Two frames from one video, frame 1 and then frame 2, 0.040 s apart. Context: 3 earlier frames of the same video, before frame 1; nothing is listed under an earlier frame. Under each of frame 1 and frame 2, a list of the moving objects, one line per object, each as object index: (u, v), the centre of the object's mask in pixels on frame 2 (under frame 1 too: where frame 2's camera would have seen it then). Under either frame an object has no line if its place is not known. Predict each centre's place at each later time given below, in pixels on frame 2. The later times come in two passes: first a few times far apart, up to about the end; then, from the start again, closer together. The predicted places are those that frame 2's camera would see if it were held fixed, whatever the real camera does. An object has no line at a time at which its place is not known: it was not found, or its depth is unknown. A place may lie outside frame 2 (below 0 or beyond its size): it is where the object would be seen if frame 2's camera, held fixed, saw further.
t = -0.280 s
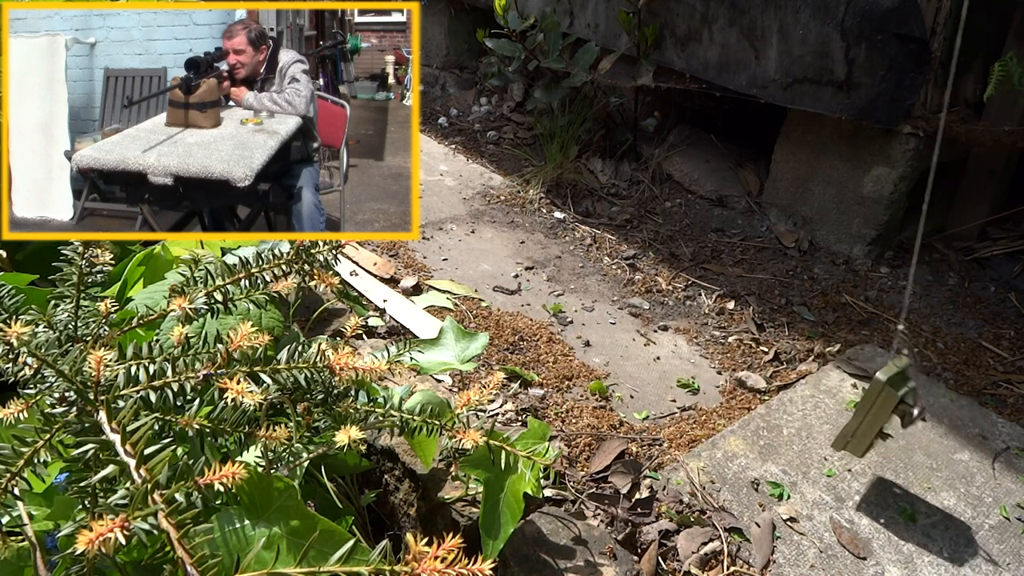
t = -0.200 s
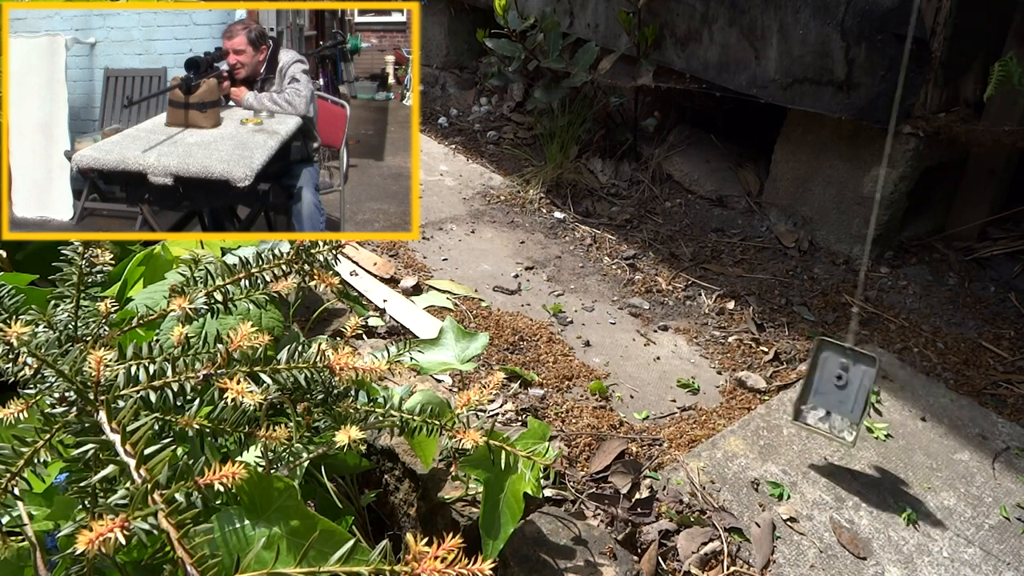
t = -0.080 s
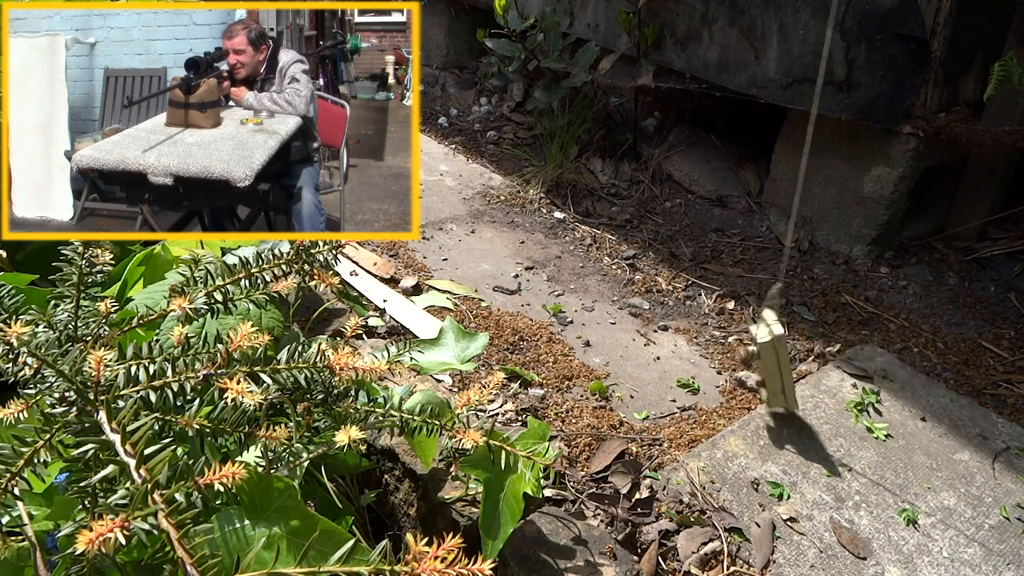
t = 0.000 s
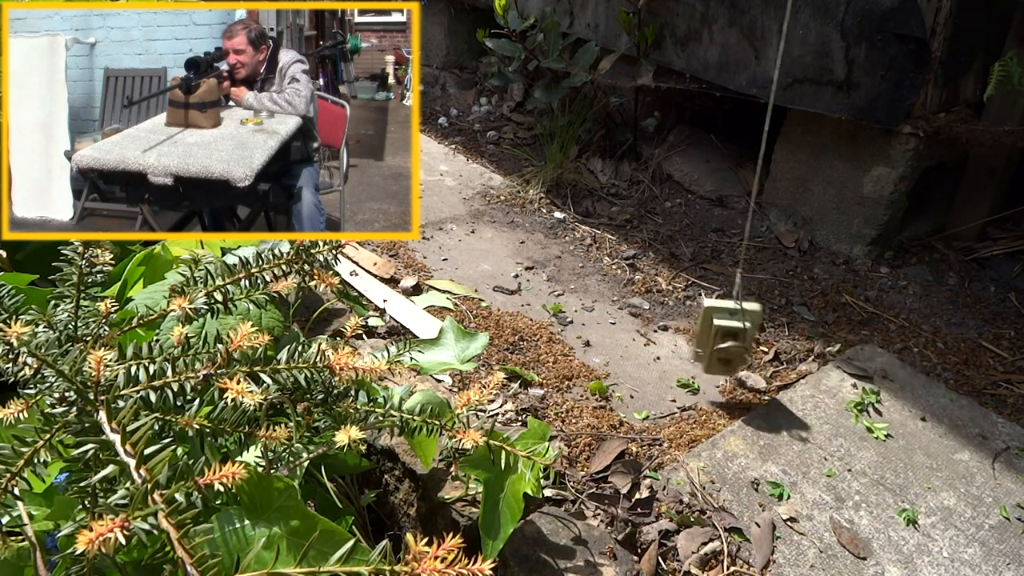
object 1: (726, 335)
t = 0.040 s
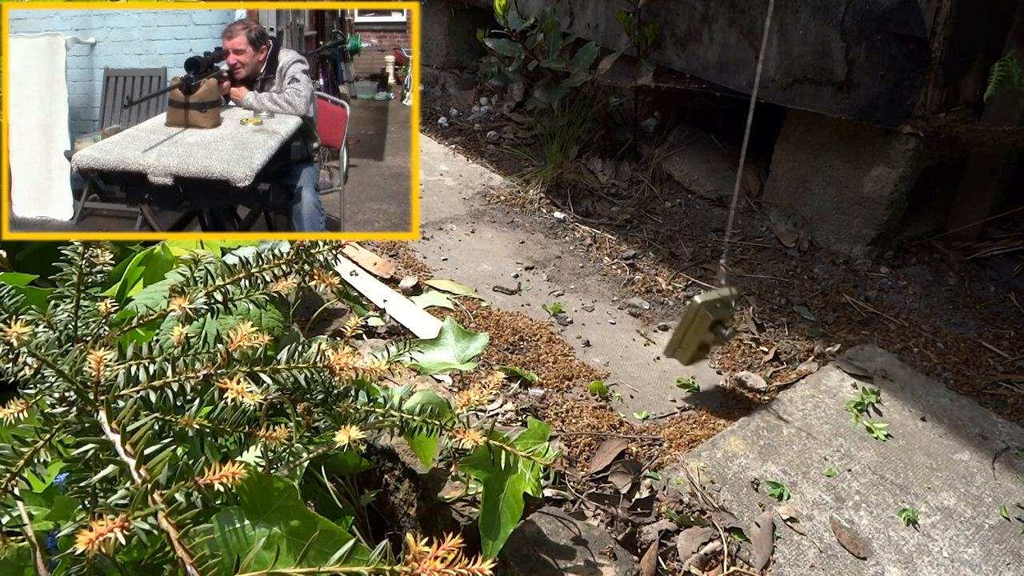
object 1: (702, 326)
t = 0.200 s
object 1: (621, 282)
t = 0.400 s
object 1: (529, 228)
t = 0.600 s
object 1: (466, 188)
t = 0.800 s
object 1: (434, 159)
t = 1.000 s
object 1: (431, 158)
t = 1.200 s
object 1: (440, 178)
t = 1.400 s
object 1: (484, 216)
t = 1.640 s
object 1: (576, 277)
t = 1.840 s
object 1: (686, 337)
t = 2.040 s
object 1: (804, 390)
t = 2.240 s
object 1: (898, 424)
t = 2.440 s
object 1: (925, 429)
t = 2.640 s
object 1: (880, 405)
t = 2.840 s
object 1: (790, 364)
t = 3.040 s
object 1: (679, 313)
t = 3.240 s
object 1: (574, 259)
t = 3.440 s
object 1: (497, 211)
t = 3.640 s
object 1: (451, 176)
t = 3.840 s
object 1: (434, 161)
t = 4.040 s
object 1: (433, 162)
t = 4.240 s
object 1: (454, 195)
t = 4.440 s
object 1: (513, 239)
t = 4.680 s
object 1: (620, 301)
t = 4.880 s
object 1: (737, 357)
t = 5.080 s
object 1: (844, 400)
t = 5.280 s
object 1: (906, 424)
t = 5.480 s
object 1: (910, 415)
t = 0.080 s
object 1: (682, 318)
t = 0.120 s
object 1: (656, 303)
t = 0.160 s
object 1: (637, 293)
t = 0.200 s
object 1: (621, 282)
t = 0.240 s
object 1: (597, 272)
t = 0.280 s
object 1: (581, 259)
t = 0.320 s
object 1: (563, 246)
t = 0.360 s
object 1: (543, 237)
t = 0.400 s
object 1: (529, 228)
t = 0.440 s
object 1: (514, 221)
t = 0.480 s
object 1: (499, 210)
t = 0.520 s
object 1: (490, 203)
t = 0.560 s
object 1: (479, 195)
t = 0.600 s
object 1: (466, 188)
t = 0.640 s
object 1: (459, 180)
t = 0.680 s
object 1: (448, 173)
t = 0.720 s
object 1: (443, 170)
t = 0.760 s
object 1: (438, 165)
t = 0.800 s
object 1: (434, 159)
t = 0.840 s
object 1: (434, 160)
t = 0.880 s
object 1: (432, 158)
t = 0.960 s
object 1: (428, 162)
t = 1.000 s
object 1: (431, 158)
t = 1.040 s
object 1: (430, 155)
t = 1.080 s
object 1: (432, 157)
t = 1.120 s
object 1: (432, 164)
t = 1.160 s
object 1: (437, 171)
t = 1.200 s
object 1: (440, 178)
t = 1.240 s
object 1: (444, 184)
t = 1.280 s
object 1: (451, 191)
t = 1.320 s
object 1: (462, 197)
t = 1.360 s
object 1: (468, 207)
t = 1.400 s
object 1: (484, 216)
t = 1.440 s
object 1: (492, 225)
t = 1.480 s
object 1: (508, 236)
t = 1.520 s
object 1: (526, 245)
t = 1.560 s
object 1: (538, 256)
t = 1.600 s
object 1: (556, 267)
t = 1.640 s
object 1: (576, 277)
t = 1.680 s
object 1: (594, 288)
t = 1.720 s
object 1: (615, 303)
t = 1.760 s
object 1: (633, 313)
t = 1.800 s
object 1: (659, 326)
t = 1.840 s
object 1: (686, 337)
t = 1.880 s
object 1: (703, 348)
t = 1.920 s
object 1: (730, 359)
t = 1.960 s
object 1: (755, 366)
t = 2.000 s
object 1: (777, 377)
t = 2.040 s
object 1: (804, 390)
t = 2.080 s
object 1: (819, 395)
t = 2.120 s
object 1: (843, 406)
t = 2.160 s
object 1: (868, 413)
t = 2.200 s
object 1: (877, 419)
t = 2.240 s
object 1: (898, 424)
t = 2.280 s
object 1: (909, 424)
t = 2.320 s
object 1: (916, 428)
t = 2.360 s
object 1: (924, 433)
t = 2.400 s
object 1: (926, 429)
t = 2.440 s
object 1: (925, 429)
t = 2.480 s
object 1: (928, 429)
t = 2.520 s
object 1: (920, 426)
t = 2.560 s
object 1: (909, 421)
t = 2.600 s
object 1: (901, 412)
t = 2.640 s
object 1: (880, 405)
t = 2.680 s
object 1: (870, 401)
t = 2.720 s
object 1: (850, 391)
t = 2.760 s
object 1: (826, 383)
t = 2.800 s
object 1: (809, 375)
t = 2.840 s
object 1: (790, 364)
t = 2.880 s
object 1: (763, 357)
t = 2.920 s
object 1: (744, 345)
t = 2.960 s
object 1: (720, 331)
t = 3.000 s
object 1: (695, 321)
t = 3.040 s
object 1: (679, 313)
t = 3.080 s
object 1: (653, 300)
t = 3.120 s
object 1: (632, 290)
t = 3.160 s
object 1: (616, 280)
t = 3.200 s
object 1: (595, 269)
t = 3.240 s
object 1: (574, 259)
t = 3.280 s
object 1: (561, 247)
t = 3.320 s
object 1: (542, 236)
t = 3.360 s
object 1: (526, 229)
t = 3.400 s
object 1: (514, 223)
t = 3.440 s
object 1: (497, 211)
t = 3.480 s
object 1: (487, 204)
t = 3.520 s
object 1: (479, 195)
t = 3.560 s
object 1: (465, 188)
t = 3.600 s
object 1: (457, 182)
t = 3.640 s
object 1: (451, 176)
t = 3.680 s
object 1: (441, 170)
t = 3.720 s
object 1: (439, 168)
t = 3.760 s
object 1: (435, 162)
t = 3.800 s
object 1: (433, 162)
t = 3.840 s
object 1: (434, 161)
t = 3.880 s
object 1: (431, 161)
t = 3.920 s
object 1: (425, 168)
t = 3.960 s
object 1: (430, 166)
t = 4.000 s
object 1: (432, 163)
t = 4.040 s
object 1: (433, 162)
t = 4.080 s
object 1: (435, 169)
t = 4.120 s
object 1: (435, 174)
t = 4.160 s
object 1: (441, 181)
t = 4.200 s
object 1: (449, 188)
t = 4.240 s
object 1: (454, 195)
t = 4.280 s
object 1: (463, 202)
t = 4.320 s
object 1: (476, 210)
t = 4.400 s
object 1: (499, 231)
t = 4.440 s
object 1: (513, 239)
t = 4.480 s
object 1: (525, 249)
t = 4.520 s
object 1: (547, 260)
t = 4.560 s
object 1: (563, 270)
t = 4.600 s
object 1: (577, 281)
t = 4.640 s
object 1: (601, 291)
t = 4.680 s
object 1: (620, 301)
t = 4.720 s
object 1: (641, 314)
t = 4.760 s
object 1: (666, 327)
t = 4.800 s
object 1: (683, 335)
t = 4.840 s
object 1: (709, 349)
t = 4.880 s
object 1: (737, 357)
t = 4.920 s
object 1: (754, 367)
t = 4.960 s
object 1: (779, 377)
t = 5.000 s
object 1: (804, 384)
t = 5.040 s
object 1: (820, 391)
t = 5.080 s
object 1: (844, 400)
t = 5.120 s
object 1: (861, 407)
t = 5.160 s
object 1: (873, 412)
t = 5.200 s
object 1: (893, 419)
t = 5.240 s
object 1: (906, 421)
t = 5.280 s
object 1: (906, 424)
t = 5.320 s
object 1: (918, 425)
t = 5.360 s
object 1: (921, 421)
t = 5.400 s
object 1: (915, 419)
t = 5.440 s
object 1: (916, 421)
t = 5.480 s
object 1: (910, 415)
